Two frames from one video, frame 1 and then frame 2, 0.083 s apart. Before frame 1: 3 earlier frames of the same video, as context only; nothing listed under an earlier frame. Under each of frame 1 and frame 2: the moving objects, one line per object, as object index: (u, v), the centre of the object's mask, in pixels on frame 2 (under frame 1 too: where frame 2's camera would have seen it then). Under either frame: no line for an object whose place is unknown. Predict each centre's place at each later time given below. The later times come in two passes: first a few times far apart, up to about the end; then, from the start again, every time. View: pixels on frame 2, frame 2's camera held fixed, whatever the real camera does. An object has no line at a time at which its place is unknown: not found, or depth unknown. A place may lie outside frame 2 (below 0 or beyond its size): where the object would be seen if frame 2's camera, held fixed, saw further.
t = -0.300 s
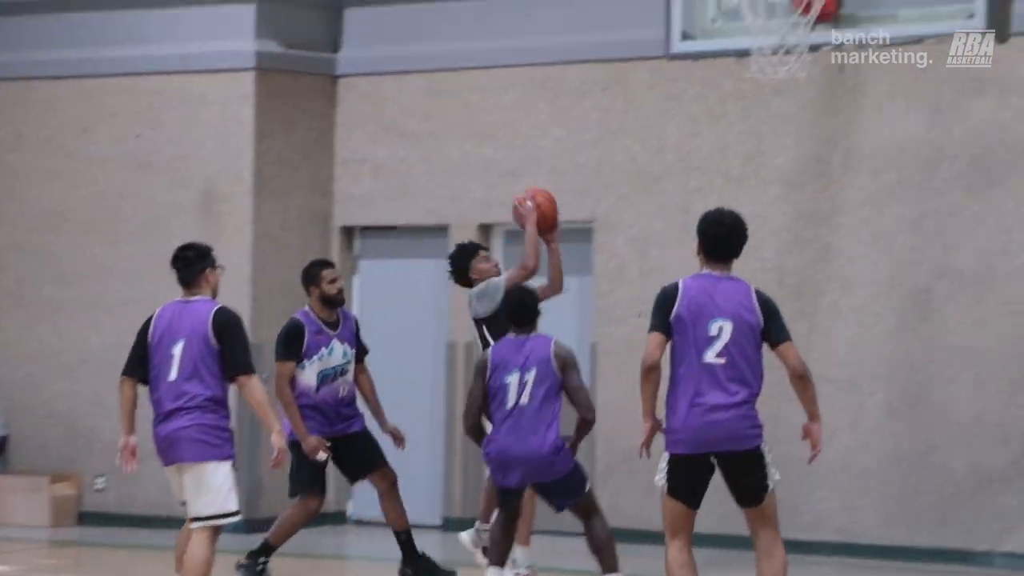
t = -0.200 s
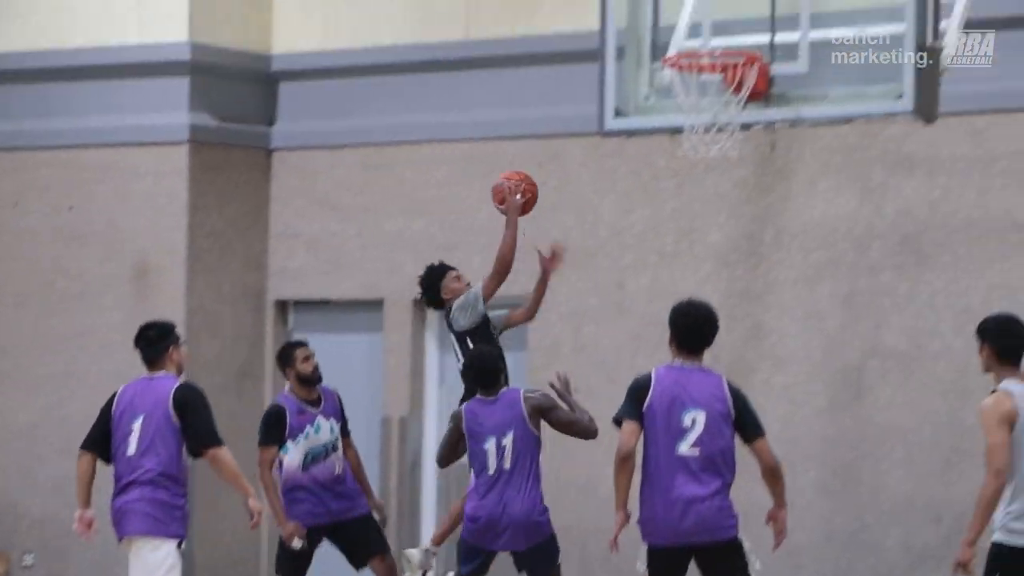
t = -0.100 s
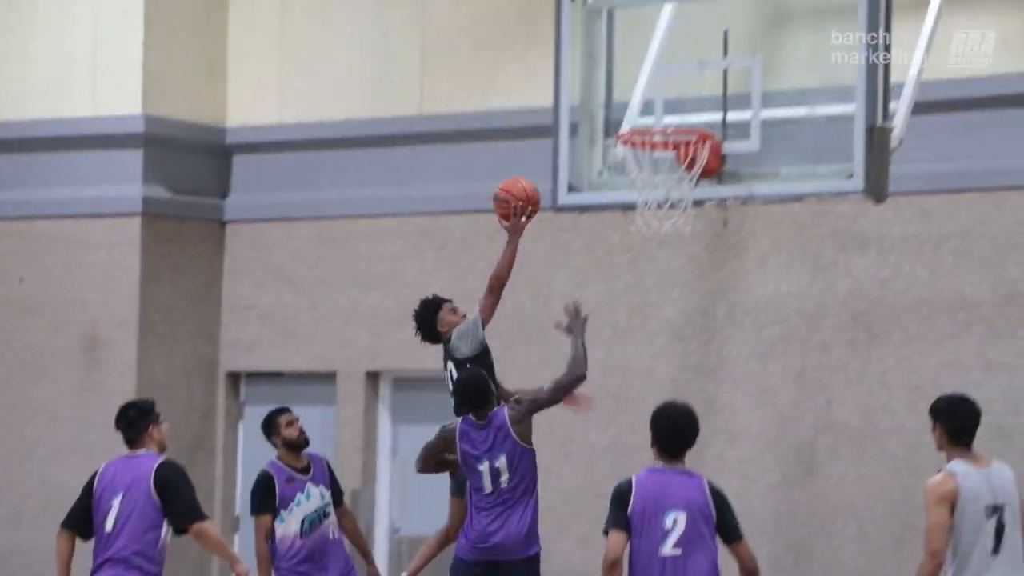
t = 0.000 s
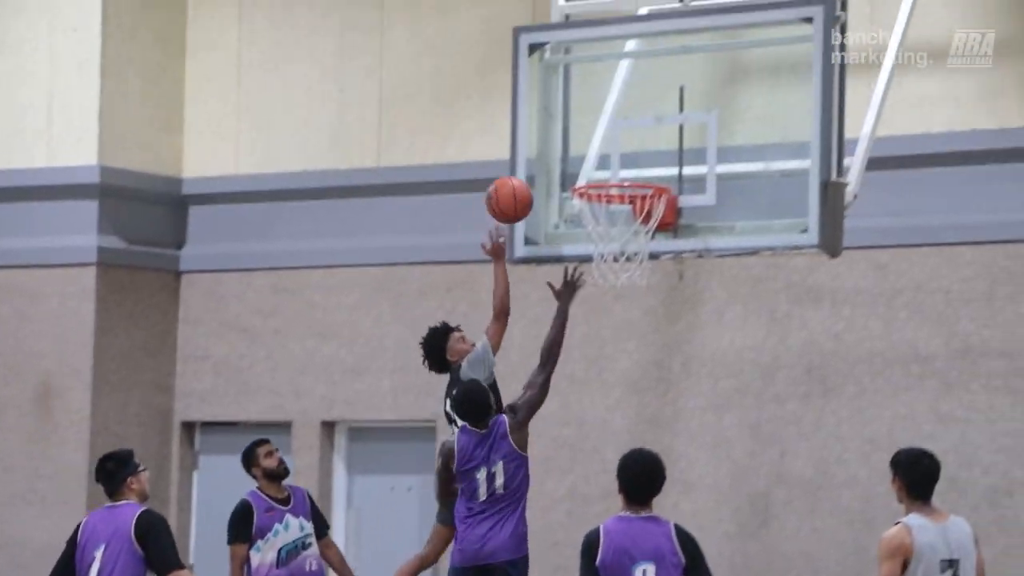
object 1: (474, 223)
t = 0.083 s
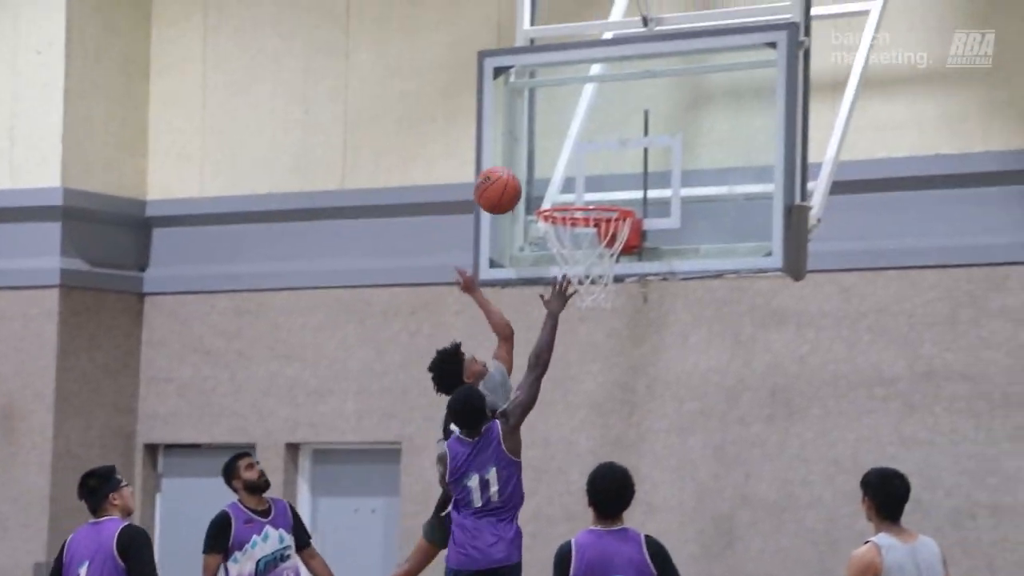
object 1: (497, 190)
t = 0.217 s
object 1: (535, 166)
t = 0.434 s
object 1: (596, 193)
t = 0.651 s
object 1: (579, 272)
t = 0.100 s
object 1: (502, 186)
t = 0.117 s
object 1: (507, 181)
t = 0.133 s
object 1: (512, 177)
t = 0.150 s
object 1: (516, 174)
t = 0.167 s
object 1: (521, 171)
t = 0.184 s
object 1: (526, 169)
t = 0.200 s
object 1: (530, 167)
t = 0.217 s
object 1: (535, 166)
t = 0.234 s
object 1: (540, 165)
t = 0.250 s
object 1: (544, 165)
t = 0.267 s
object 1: (549, 166)
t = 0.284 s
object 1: (554, 167)
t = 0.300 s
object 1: (558, 168)
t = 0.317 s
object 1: (562, 170)
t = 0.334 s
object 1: (567, 173)
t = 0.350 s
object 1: (572, 177)
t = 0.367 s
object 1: (577, 181)
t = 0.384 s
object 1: (581, 184)
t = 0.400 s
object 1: (586, 187)
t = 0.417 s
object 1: (591, 190)
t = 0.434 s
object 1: (596, 193)
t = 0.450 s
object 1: (601, 211)
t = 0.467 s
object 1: (603, 217)
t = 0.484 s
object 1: (602, 220)
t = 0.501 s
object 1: (600, 223)
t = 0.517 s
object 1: (597, 228)
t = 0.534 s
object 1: (596, 231)
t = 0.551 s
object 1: (594, 235)
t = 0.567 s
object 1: (592, 239)
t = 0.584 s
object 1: (587, 247)
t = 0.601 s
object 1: (584, 255)
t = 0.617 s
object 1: (584, 261)
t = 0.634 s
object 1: (582, 267)
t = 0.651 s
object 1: (579, 272)
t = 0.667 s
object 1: (578, 277)
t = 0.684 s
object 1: (576, 281)
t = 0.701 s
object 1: (575, 286)
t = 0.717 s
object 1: (572, 296)
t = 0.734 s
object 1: (571, 305)
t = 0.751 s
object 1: (570, 308)
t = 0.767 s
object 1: (569, 312)
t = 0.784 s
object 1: (568, 318)
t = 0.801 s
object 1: (566, 327)
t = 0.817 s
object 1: (564, 336)
